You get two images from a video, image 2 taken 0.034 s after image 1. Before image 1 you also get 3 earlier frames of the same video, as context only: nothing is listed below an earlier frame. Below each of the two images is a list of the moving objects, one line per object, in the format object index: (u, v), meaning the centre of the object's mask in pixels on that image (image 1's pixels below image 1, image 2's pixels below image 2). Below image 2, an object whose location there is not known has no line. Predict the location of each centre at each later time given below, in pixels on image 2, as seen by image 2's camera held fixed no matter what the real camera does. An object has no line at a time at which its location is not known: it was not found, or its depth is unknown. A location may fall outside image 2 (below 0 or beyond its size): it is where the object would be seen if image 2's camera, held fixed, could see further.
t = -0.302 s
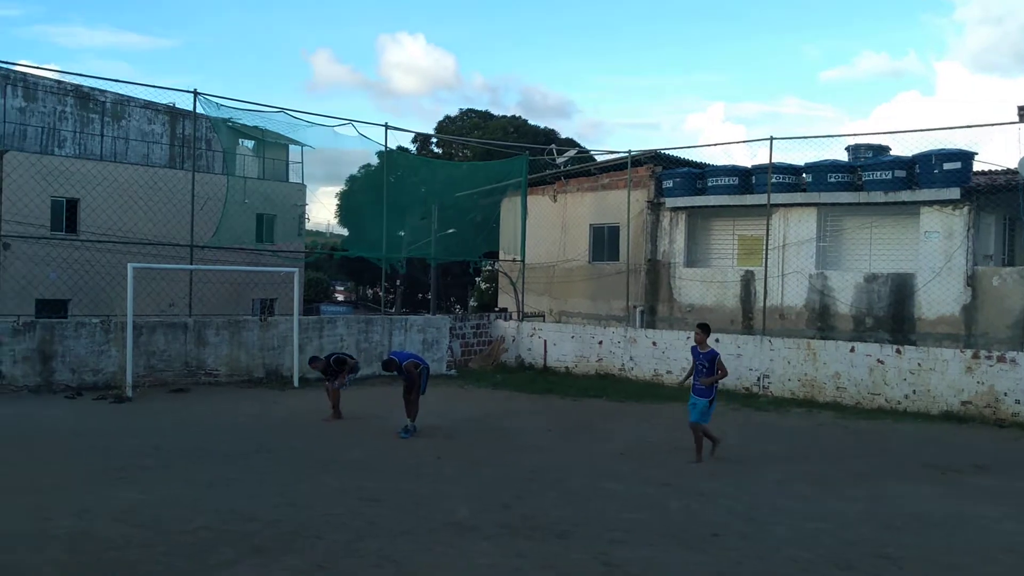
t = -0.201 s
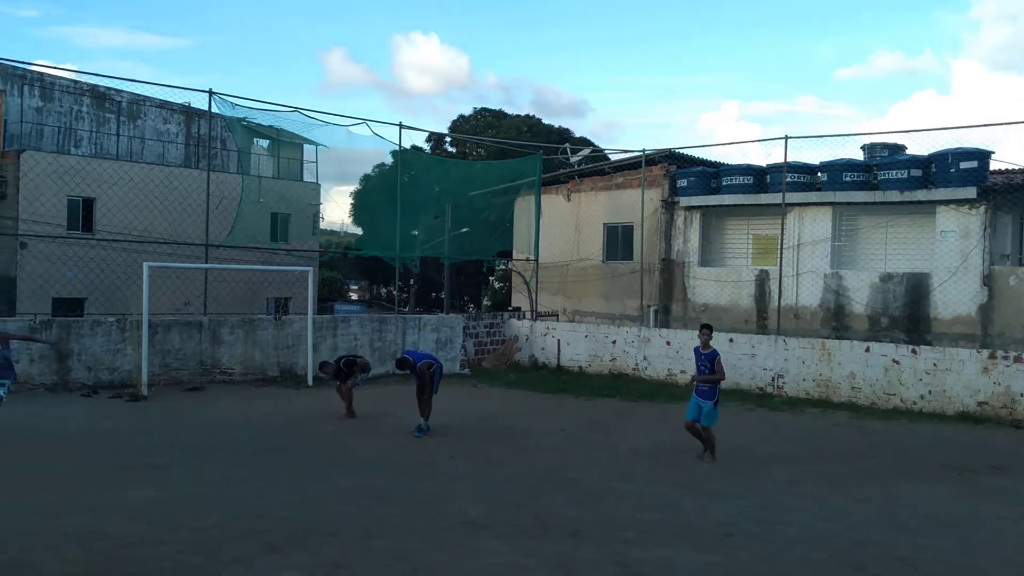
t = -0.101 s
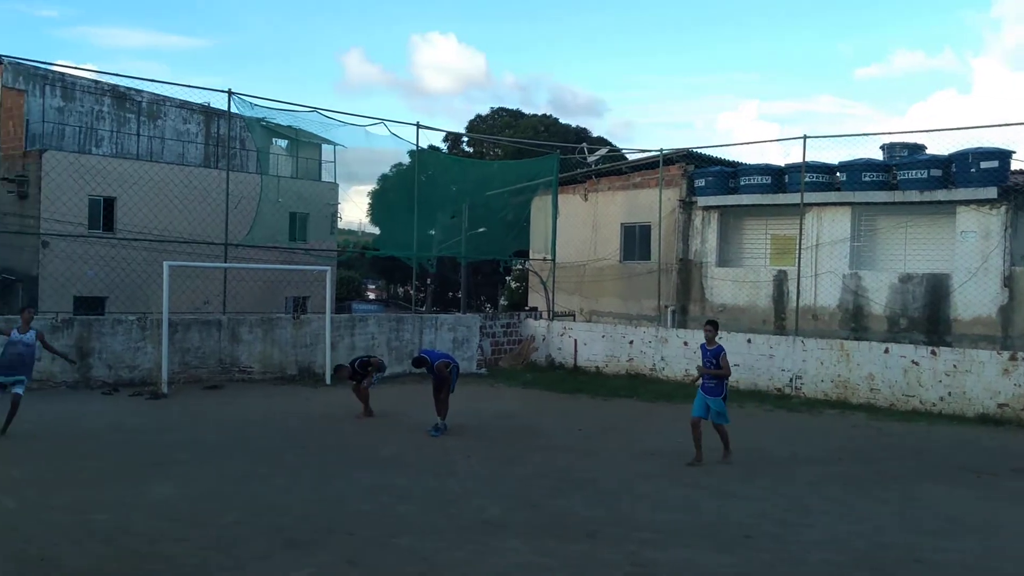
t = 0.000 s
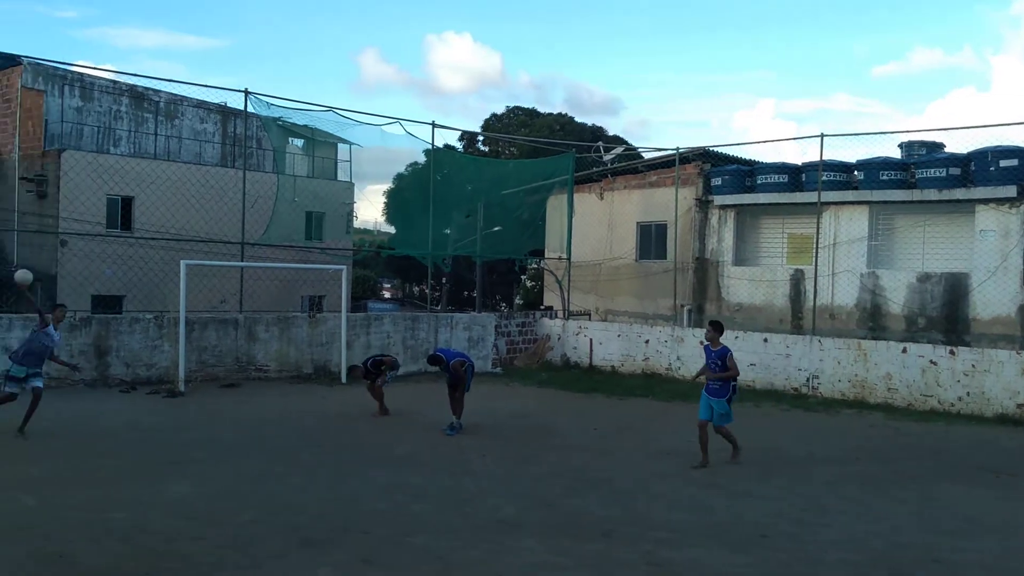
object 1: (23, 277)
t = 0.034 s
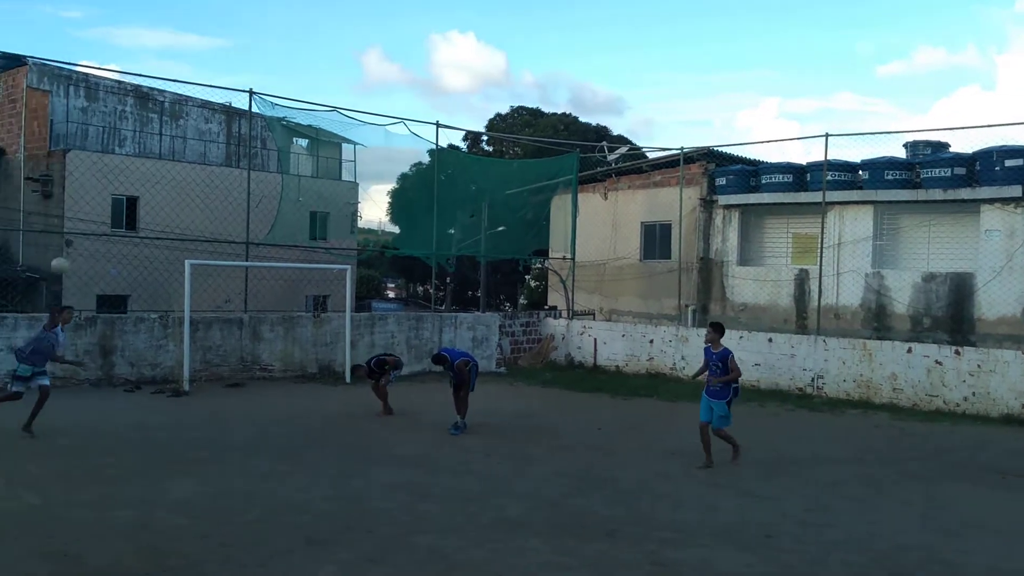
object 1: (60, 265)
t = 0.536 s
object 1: (687, 166)
